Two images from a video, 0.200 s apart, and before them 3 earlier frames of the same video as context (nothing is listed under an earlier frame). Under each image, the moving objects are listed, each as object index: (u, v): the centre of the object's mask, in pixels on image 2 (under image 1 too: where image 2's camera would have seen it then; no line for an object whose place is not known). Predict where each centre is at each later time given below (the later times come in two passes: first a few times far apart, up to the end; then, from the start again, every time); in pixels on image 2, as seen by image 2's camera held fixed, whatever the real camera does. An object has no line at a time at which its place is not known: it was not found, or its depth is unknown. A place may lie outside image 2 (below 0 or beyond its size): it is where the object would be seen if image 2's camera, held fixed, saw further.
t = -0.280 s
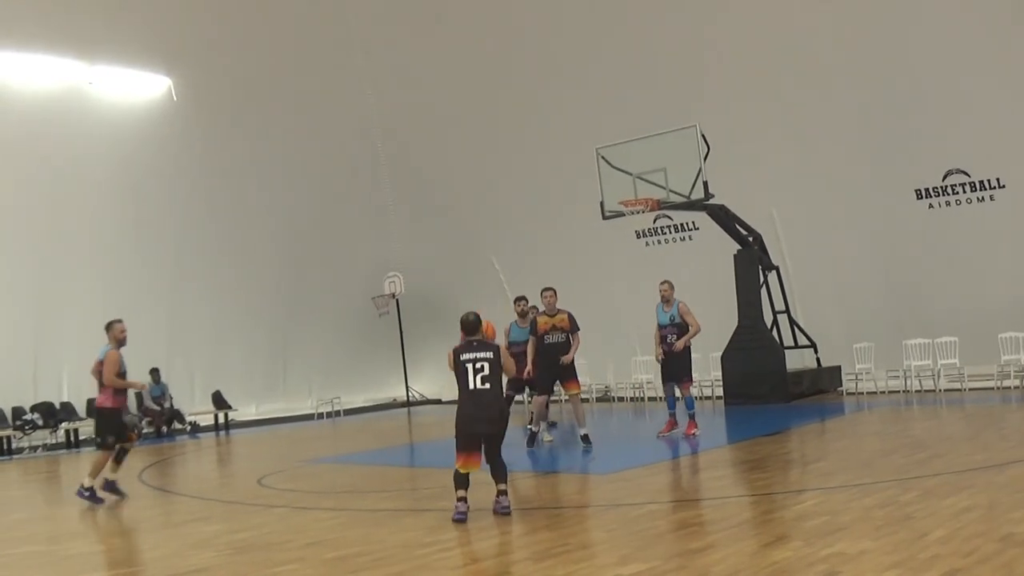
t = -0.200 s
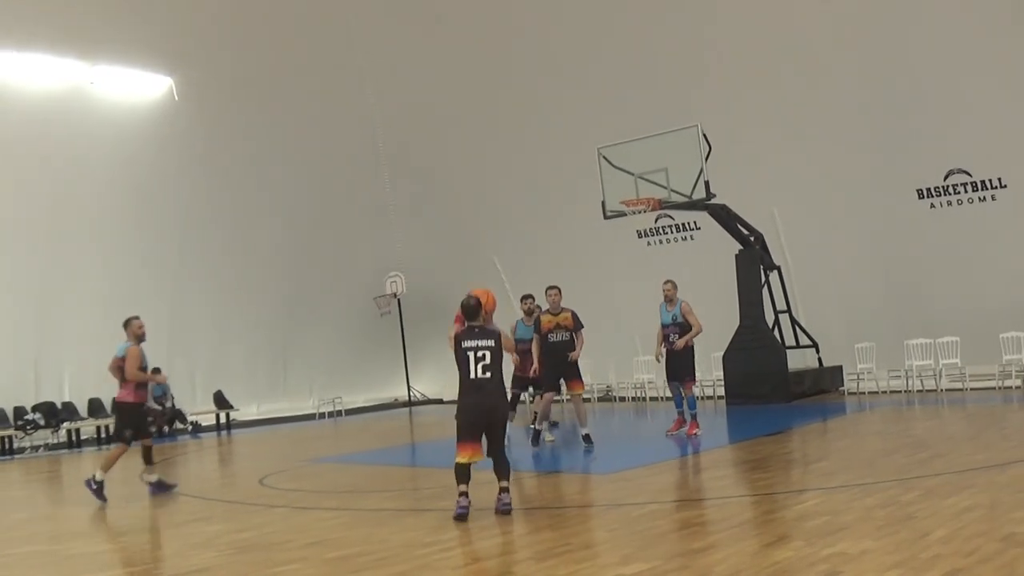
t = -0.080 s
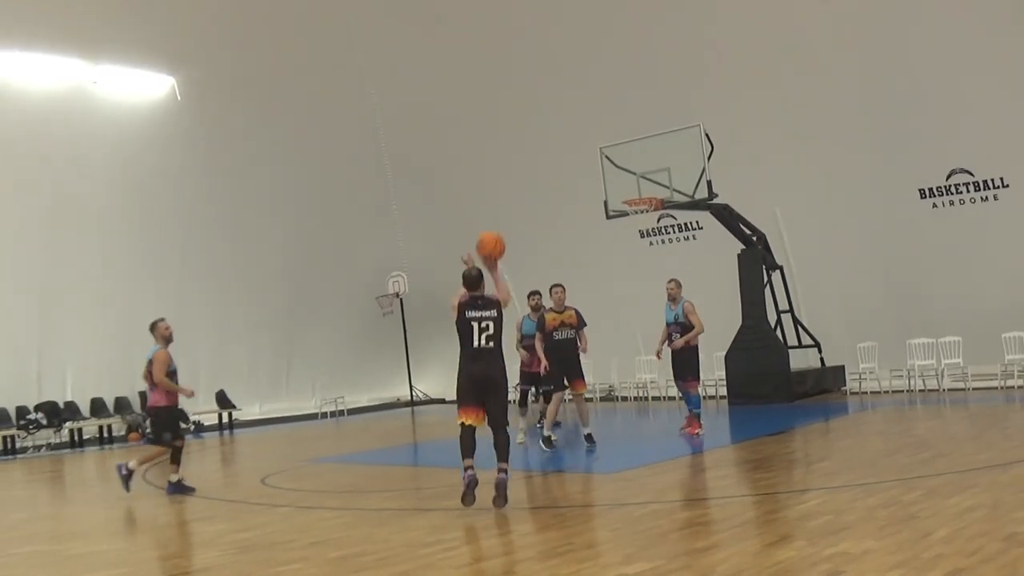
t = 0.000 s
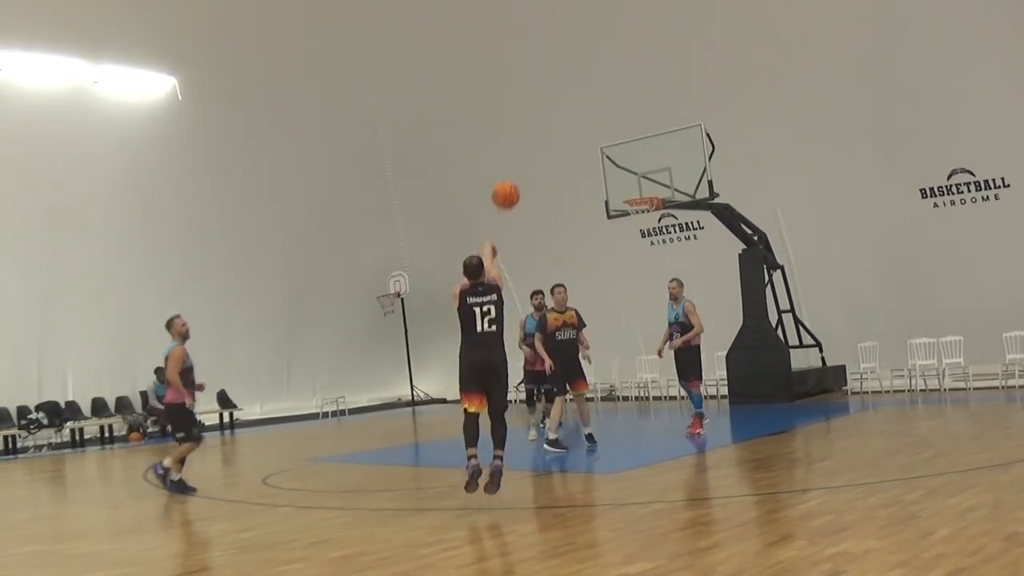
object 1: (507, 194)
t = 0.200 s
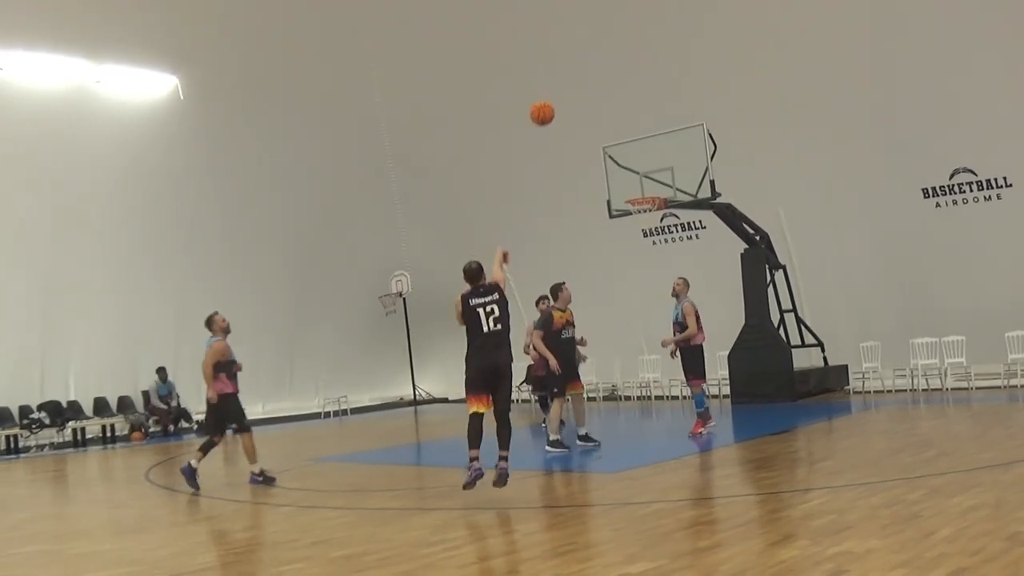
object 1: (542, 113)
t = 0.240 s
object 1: (549, 104)
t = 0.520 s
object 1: (589, 85)
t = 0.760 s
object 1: (621, 120)
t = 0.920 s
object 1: (641, 163)
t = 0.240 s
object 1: (549, 104)
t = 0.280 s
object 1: (555, 96)
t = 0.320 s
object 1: (561, 91)
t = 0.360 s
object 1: (567, 86)
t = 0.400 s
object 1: (572, 84)
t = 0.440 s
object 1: (578, 83)
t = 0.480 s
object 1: (584, 83)
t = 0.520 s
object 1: (589, 85)
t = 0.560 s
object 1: (595, 88)
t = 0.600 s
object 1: (600, 92)
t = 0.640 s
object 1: (605, 97)
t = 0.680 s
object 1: (611, 104)
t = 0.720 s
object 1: (616, 112)
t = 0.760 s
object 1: (621, 120)
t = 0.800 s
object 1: (626, 129)
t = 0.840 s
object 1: (631, 139)
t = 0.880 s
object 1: (636, 151)
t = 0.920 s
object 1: (641, 163)
